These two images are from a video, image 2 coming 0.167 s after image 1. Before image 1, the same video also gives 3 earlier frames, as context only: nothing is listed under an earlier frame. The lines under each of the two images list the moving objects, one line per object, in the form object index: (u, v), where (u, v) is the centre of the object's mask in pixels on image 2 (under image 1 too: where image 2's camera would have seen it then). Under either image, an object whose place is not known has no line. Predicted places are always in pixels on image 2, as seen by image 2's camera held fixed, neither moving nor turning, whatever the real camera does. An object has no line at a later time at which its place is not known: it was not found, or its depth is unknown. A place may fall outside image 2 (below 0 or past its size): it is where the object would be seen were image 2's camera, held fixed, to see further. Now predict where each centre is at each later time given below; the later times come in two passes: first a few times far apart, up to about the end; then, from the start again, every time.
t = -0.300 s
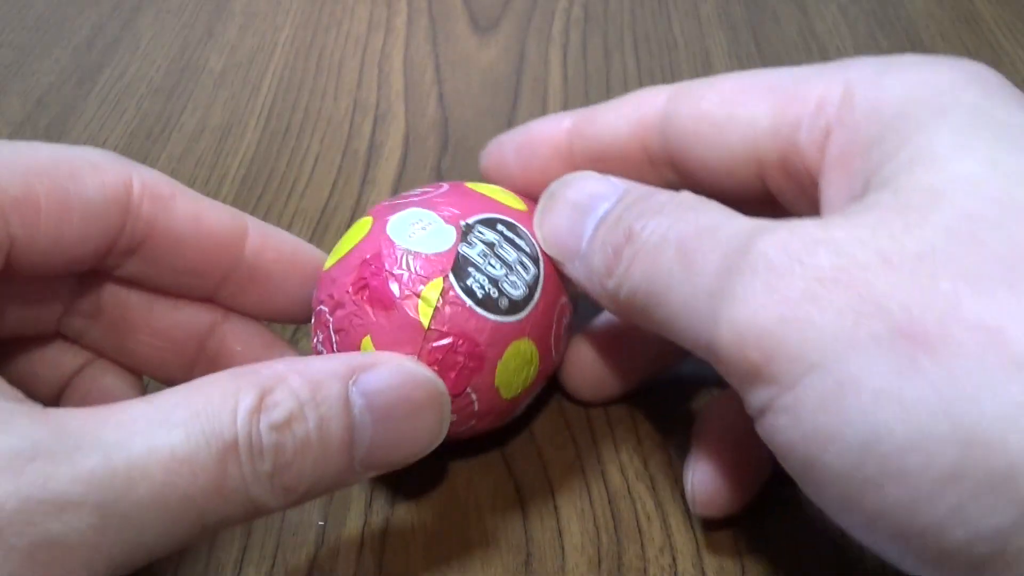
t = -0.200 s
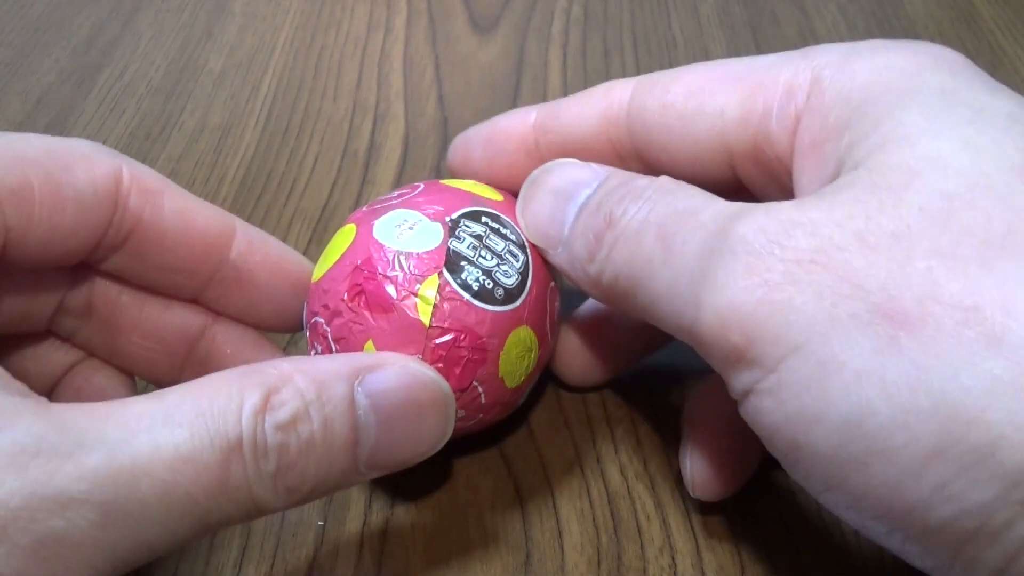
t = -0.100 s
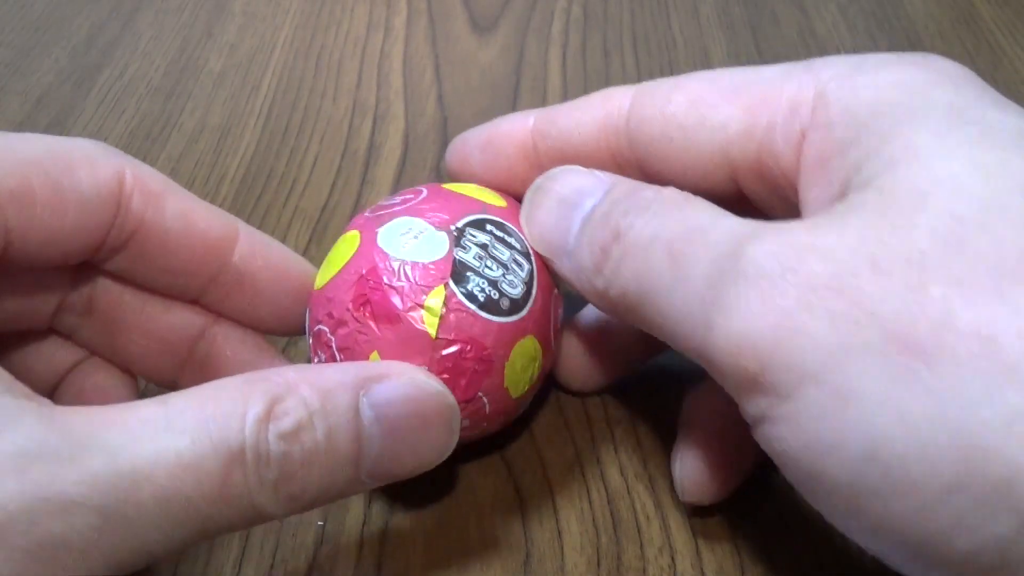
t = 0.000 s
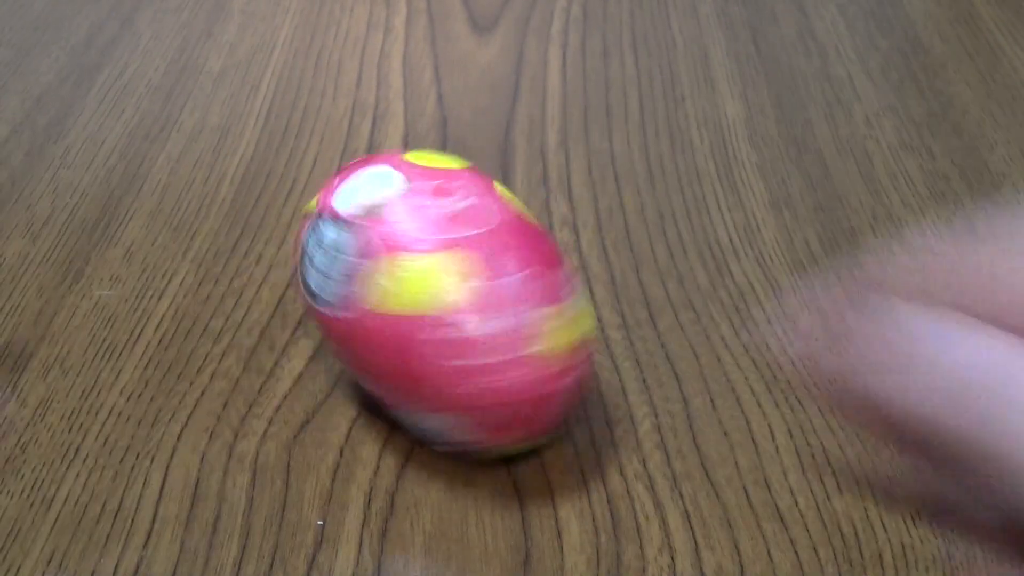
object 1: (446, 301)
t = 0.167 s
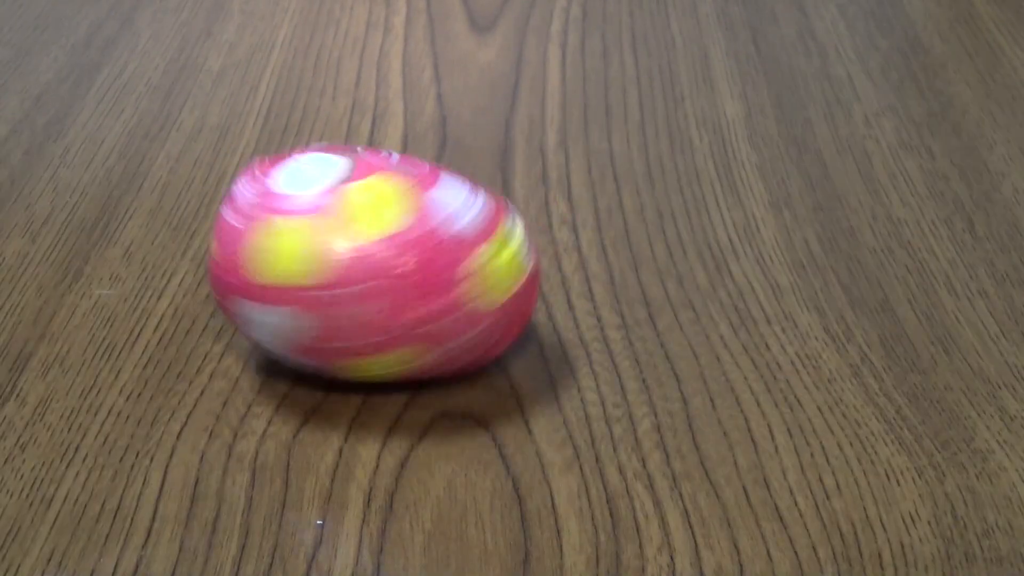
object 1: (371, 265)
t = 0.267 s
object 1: (309, 270)
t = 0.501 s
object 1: (220, 338)
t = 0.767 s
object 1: (281, 404)
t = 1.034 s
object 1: (368, 383)
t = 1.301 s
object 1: (333, 376)
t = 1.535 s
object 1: (327, 401)
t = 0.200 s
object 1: (352, 272)
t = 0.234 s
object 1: (320, 270)
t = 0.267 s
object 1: (309, 270)
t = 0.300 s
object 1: (293, 285)
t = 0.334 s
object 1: (269, 284)
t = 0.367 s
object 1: (269, 286)
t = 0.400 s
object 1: (248, 301)
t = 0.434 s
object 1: (236, 309)
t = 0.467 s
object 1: (239, 319)
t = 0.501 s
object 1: (220, 338)
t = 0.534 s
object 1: (218, 334)
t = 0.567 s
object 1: (228, 349)
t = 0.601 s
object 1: (212, 371)
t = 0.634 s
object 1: (209, 375)
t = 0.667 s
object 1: (228, 388)
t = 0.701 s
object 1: (234, 405)
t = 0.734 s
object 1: (252, 400)
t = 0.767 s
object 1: (281, 404)
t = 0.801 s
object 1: (295, 409)
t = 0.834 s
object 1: (307, 411)
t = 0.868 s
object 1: (330, 404)
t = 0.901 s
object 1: (349, 404)
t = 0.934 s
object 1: (350, 398)
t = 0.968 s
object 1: (369, 387)
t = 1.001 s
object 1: (379, 385)
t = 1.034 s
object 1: (368, 383)
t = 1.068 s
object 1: (362, 375)
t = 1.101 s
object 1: (368, 373)
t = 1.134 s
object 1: (359, 380)
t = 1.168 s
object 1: (347, 371)
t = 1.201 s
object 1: (355, 369)
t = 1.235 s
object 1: (350, 379)
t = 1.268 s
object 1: (334, 379)
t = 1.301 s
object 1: (333, 376)
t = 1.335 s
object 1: (339, 384)
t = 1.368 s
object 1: (322, 392)
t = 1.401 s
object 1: (323, 385)
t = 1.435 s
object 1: (335, 391)
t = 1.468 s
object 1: (329, 404)
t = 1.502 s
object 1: (319, 404)
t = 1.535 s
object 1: (327, 401)
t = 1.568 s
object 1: (339, 409)
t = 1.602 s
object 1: (333, 415)
